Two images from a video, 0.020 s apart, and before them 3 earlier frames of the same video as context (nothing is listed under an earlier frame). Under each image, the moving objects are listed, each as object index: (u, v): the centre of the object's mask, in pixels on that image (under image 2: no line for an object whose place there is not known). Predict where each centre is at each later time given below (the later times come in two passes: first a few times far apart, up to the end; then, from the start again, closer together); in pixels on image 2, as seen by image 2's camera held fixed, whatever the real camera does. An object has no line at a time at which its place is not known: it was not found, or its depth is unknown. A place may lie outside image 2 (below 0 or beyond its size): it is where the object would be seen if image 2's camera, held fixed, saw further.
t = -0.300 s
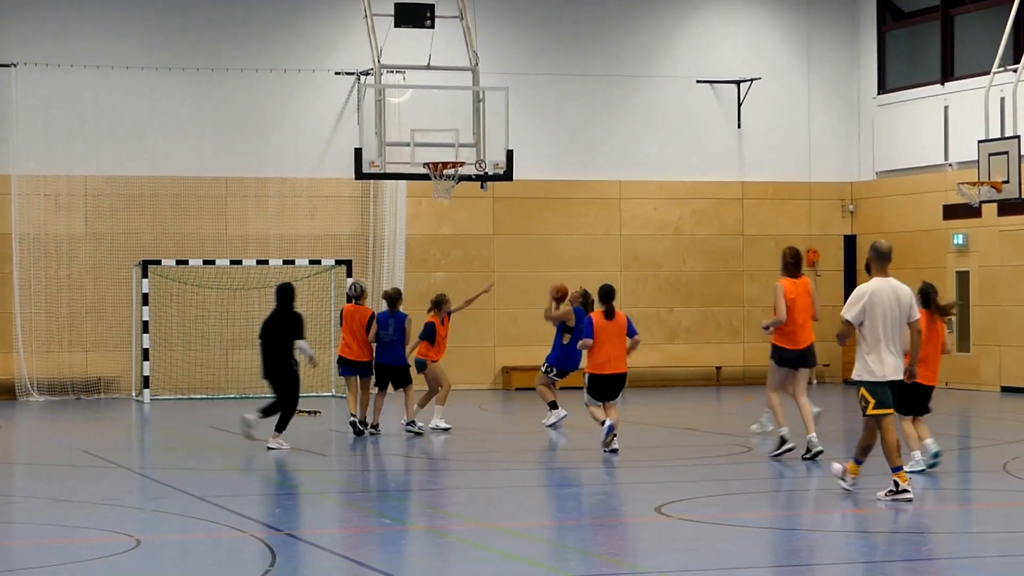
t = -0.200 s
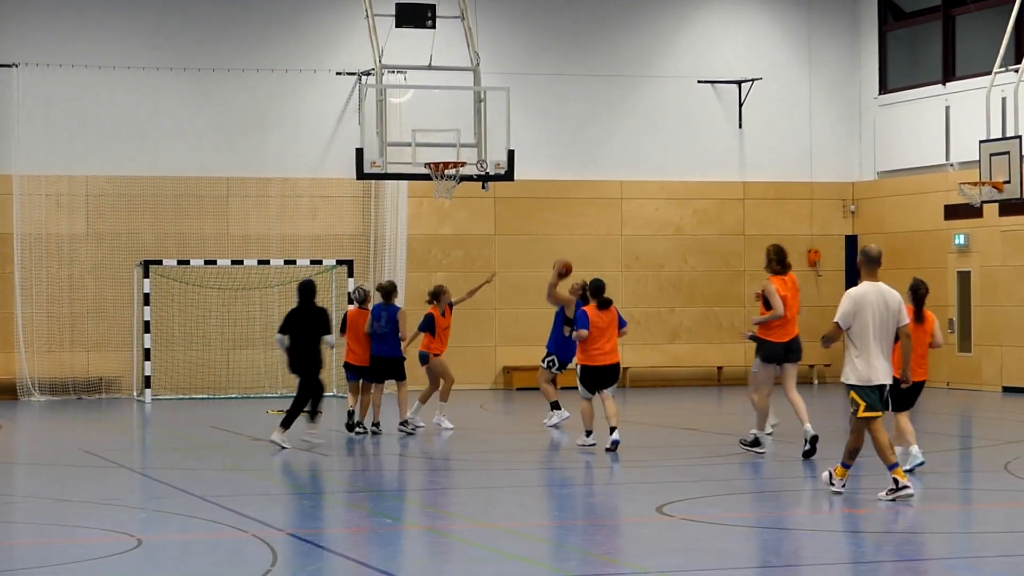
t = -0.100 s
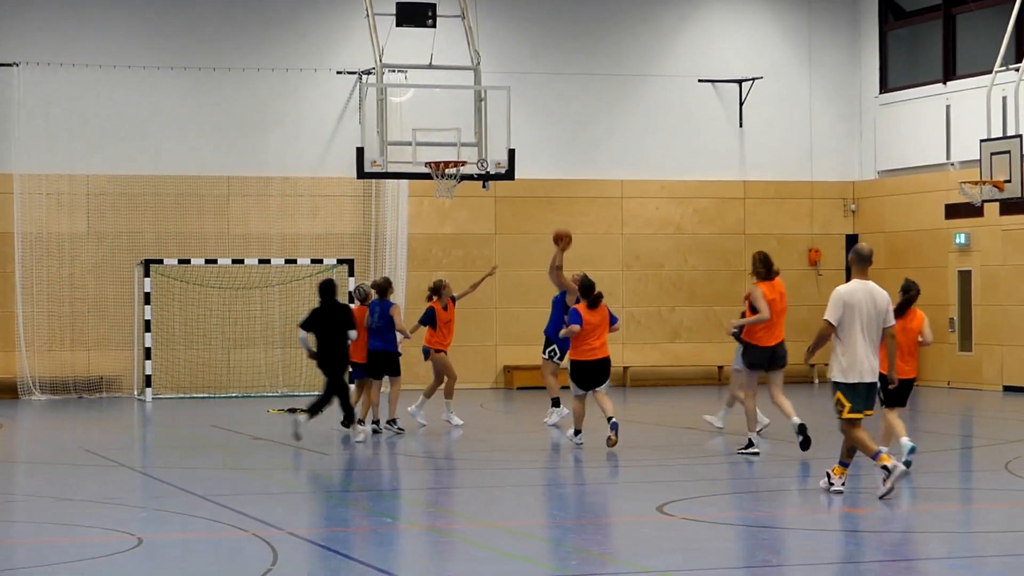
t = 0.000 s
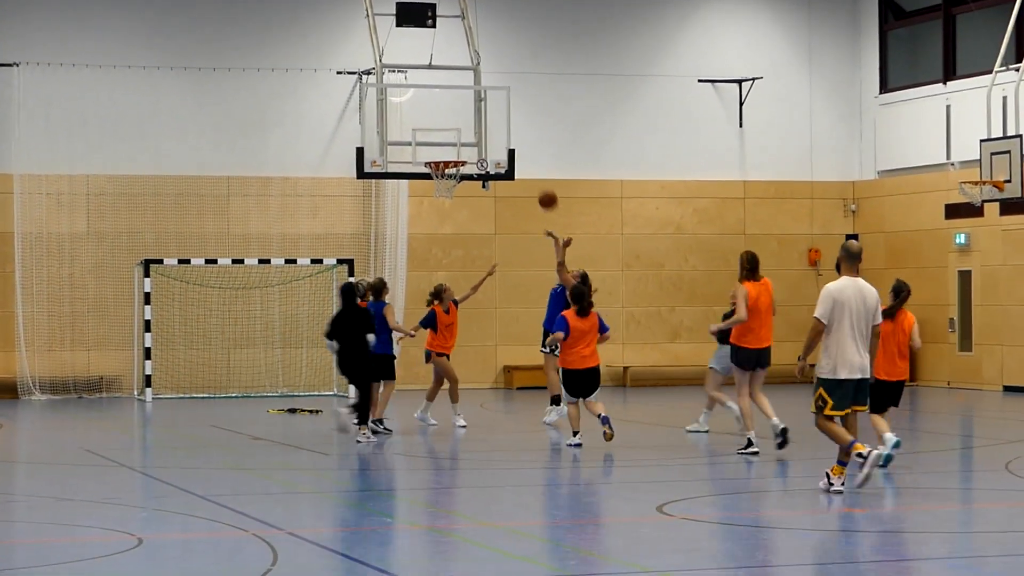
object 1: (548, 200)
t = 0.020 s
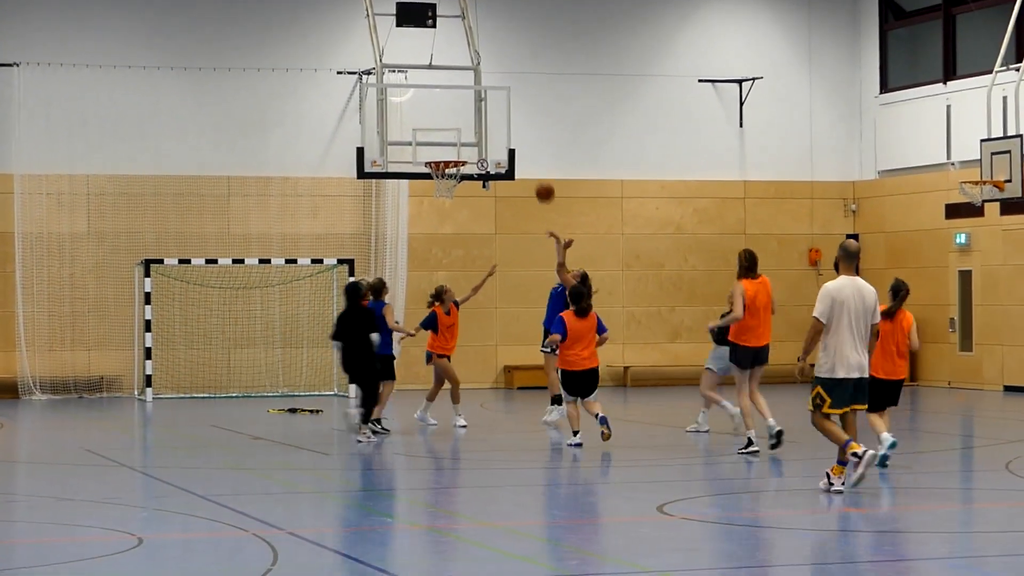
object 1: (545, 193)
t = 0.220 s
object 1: (511, 139)
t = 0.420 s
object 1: (477, 119)
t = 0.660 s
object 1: (436, 138)
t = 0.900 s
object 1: (411, 139)
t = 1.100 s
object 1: (395, 153)
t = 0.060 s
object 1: (538, 179)
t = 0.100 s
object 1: (531, 167)
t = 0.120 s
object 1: (528, 161)
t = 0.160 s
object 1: (521, 152)
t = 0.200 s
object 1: (514, 143)
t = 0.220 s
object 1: (511, 139)
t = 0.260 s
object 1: (504, 132)
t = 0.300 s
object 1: (497, 127)
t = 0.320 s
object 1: (494, 125)
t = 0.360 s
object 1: (487, 121)
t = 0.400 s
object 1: (480, 120)
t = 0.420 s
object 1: (477, 119)
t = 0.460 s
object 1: (470, 119)
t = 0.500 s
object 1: (463, 120)
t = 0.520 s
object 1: (460, 121)
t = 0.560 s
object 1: (453, 124)
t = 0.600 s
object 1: (446, 129)
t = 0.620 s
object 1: (443, 131)
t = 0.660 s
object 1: (436, 138)
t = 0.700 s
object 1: (430, 146)
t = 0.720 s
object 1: (426, 150)
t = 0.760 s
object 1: (422, 149)
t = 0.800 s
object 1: (419, 145)
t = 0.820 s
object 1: (417, 143)
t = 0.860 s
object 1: (414, 140)
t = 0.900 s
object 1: (411, 139)
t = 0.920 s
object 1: (409, 139)
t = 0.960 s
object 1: (406, 139)
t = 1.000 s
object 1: (403, 141)
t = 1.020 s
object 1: (401, 143)
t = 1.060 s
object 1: (398, 147)
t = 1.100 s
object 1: (395, 153)
